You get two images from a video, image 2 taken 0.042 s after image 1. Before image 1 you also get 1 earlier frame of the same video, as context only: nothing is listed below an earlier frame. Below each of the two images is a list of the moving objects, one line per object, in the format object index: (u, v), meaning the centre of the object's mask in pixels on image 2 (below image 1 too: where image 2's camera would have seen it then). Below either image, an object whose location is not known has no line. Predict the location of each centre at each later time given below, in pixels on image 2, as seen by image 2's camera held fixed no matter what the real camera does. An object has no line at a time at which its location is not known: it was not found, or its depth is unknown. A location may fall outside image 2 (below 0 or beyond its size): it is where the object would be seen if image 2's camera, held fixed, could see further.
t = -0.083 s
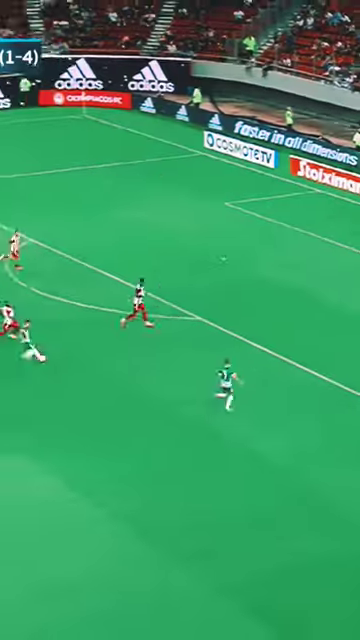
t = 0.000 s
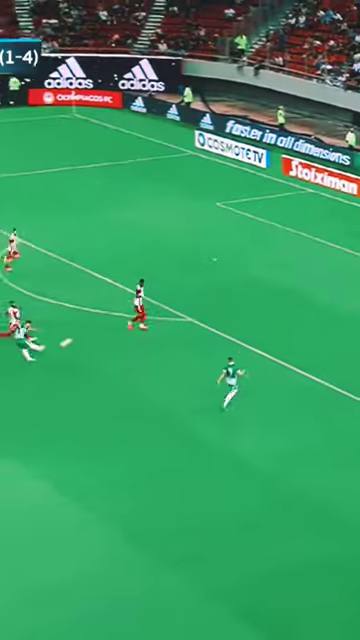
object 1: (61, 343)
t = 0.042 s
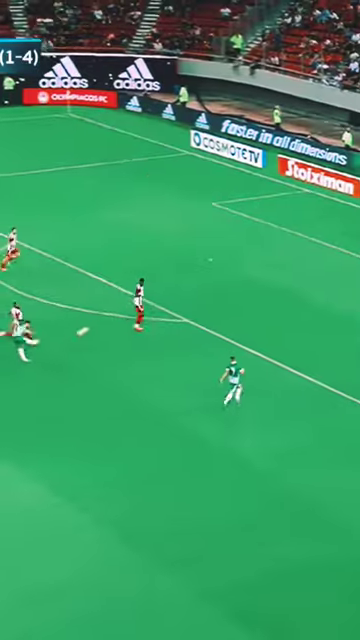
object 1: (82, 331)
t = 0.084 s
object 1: (103, 320)
